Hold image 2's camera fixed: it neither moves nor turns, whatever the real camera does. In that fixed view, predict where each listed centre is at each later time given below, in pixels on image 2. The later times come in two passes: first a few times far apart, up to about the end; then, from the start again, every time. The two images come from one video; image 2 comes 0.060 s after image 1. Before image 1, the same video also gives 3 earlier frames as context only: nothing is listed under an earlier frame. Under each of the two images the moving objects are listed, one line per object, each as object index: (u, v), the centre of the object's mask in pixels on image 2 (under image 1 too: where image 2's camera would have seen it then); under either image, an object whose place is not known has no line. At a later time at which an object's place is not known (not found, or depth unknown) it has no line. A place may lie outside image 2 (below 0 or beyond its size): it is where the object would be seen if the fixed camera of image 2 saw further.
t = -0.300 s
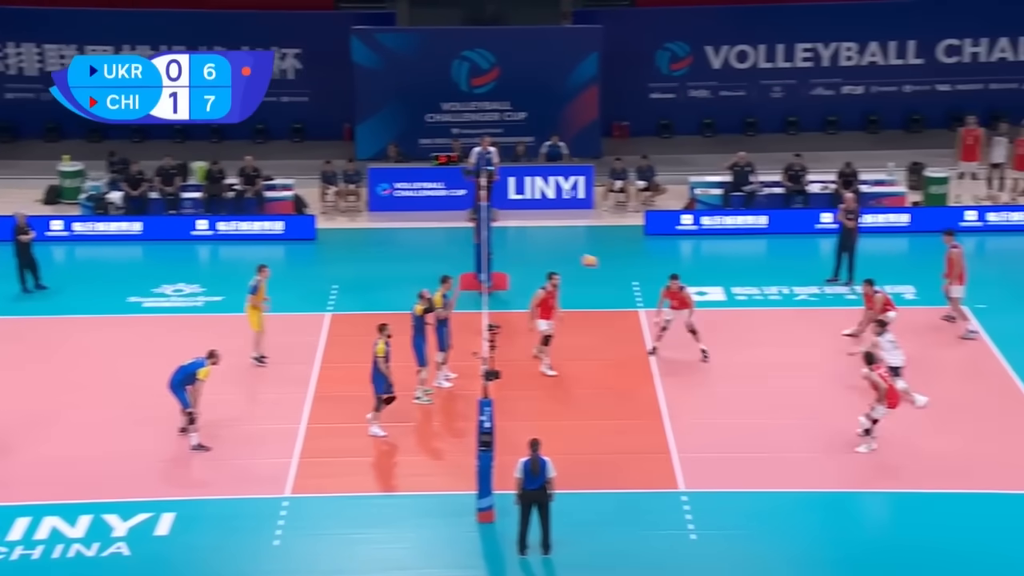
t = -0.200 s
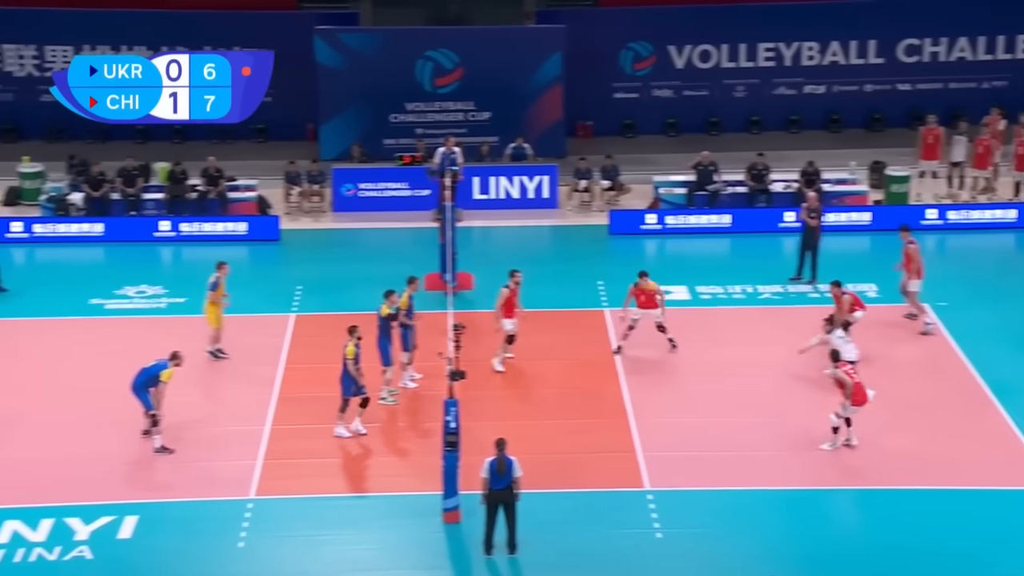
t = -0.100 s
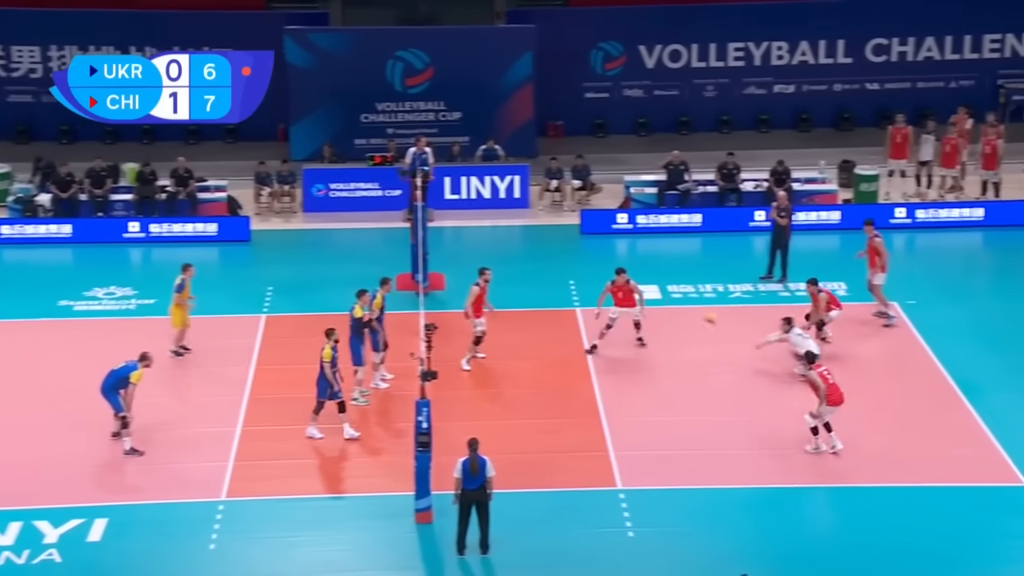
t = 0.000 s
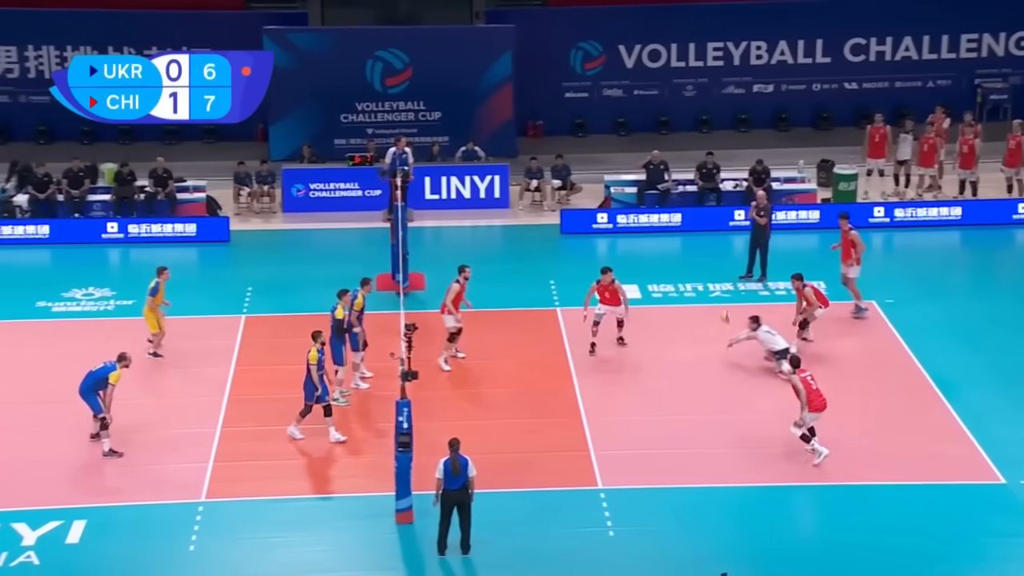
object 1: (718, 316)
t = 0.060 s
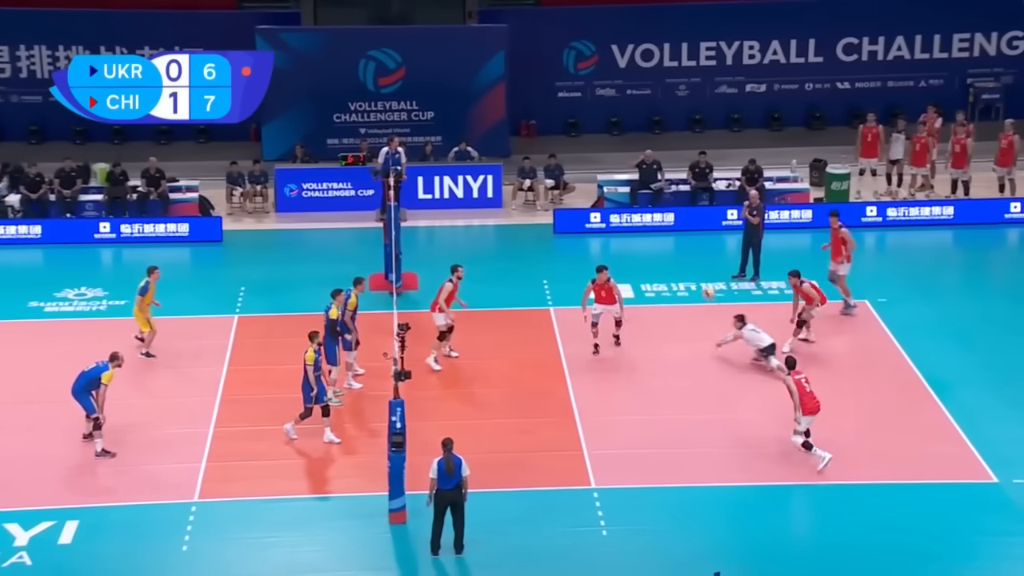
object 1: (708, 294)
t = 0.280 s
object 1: (667, 222)
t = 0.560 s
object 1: (623, 167)
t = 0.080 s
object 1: (702, 284)
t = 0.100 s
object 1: (700, 277)
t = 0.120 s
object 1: (696, 270)
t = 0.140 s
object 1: (692, 263)
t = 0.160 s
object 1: (690, 257)
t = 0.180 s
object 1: (685, 250)
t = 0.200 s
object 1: (682, 244)
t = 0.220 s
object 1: (678, 238)
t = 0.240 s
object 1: (675, 232)
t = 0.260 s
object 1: (672, 227)
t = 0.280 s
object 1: (667, 222)
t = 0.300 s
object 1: (664, 215)
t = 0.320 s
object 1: (661, 210)
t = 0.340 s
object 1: (658, 206)
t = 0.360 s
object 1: (655, 201)
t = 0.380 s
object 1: (652, 197)
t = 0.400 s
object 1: (648, 193)
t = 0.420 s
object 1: (645, 189)
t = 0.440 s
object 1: (642, 185)
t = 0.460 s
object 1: (639, 183)
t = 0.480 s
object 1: (636, 179)
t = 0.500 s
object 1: (633, 176)
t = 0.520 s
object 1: (629, 172)
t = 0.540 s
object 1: (626, 170)
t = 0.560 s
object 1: (623, 167)
